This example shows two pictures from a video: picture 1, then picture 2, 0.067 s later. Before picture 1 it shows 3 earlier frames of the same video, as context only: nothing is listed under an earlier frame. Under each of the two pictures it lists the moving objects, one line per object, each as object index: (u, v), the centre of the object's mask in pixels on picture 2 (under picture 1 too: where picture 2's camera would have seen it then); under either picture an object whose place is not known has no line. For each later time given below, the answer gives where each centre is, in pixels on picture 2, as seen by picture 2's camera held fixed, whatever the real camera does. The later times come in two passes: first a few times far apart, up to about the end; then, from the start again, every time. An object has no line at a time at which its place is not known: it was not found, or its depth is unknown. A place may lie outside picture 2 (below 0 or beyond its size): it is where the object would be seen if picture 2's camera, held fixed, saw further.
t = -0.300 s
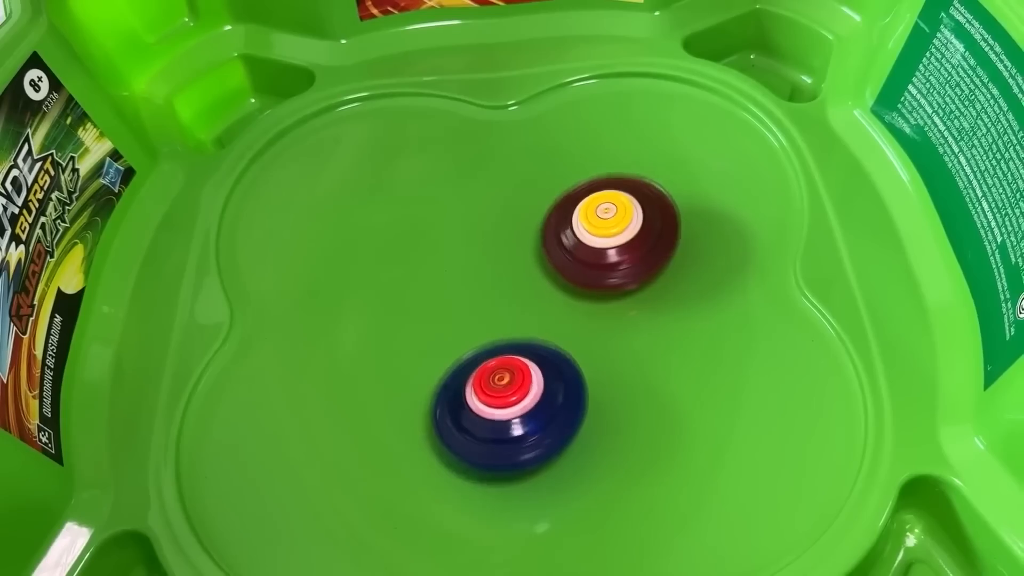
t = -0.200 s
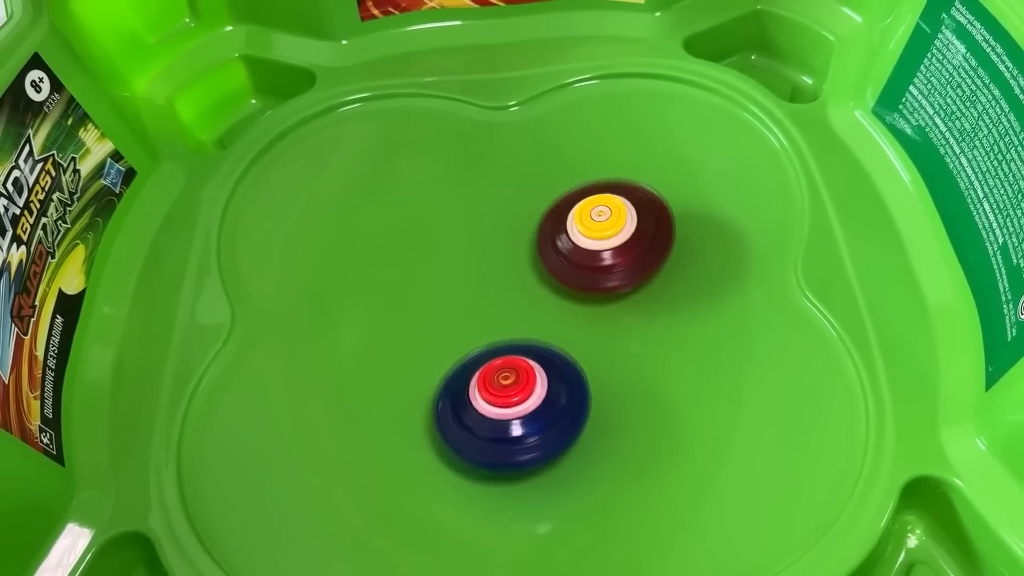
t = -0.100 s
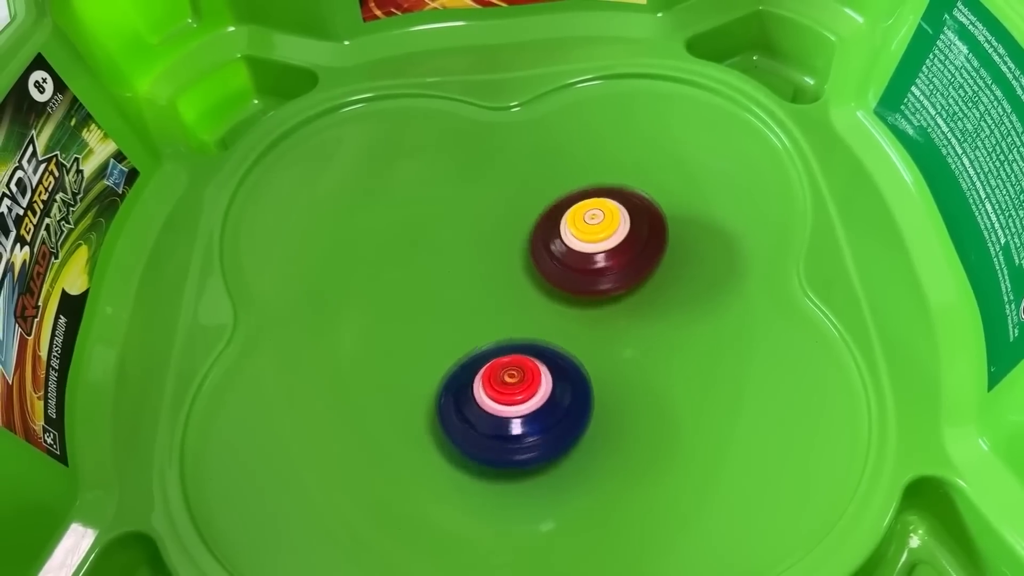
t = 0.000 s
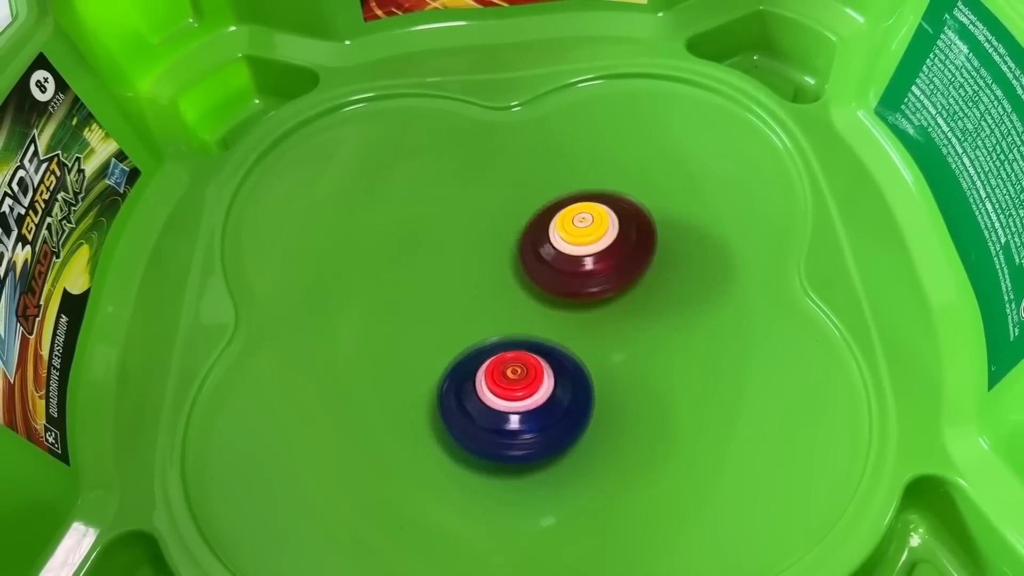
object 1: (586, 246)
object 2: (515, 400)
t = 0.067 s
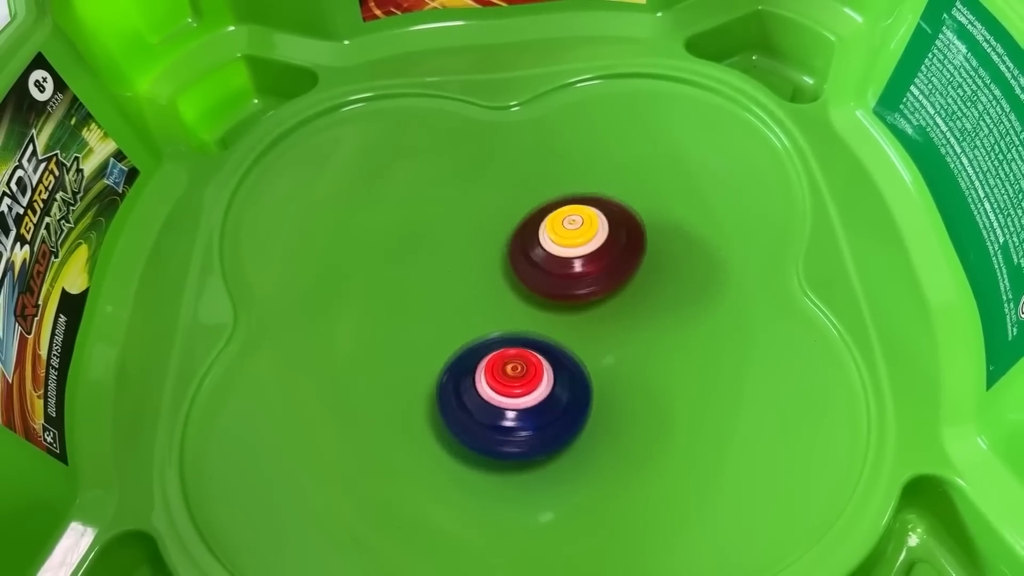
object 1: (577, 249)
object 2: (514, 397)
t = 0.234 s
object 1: (552, 254)
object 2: (515, 386)
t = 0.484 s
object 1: (517, 250)
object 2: (522, 371)
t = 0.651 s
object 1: (500, 241)
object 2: (530, 360)
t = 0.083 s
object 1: (575, 249)
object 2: (515, 396)
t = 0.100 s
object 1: (572, 250)
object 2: (514, 395)
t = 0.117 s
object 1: (570, 250)
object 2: (515, 394)
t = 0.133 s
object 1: (568, 251)
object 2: (514, 393)
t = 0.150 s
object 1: (565, 251)
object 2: (514, 392)
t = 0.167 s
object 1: (563, 252)
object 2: (514, 391)
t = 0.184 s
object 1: (560, 252)
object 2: (515, 390)
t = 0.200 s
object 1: (558, 253)
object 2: (515, 389)
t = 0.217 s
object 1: (555, 253)
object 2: (515, 388)
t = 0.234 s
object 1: (552, 254)
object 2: (515, 386)
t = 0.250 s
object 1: (550, 254)
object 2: (516, 385)
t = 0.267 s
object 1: (547, 255)
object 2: (516, 384)
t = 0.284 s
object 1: (544, 255)
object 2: (516, 383)
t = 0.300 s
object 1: (542, 256)
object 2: (517, 382)
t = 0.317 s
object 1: (539, 256)
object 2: (517, 381)
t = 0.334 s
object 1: (537, 256)
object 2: (518, 380)
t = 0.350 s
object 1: (534, 256)
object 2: (518, 379)
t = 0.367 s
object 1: (532, 257)
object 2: (519, 377)
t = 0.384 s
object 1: (529, 256)
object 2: (519, 376)
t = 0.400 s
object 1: (527, 255)
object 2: (520, 375)
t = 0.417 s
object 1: (525, 254)
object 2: (520, 375)
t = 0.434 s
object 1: (523, 252)
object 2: (520, 375)
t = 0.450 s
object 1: (521, 251)
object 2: (521, 374)
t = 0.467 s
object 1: (519, 250)
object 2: (521, 372)
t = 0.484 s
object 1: (517, 250)
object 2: (522, 371)
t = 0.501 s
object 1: (515, 249)
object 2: (523, 369)
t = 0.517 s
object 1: (513, 249)
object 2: (524, 368)
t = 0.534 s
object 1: (511, 248)
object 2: (524, 367)
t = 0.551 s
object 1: (509, 247)
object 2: (525, 366)
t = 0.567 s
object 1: (507, 246)
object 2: (526, 364)
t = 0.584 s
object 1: (505, 245)
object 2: (527, 364)
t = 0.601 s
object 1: (504, 244)
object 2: (528, 363)
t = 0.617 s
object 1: (503, 243)
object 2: (529, 363)
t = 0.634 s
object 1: (501, 242)
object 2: (530, 361)
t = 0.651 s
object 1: (500, 241)
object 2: (530, 360)
